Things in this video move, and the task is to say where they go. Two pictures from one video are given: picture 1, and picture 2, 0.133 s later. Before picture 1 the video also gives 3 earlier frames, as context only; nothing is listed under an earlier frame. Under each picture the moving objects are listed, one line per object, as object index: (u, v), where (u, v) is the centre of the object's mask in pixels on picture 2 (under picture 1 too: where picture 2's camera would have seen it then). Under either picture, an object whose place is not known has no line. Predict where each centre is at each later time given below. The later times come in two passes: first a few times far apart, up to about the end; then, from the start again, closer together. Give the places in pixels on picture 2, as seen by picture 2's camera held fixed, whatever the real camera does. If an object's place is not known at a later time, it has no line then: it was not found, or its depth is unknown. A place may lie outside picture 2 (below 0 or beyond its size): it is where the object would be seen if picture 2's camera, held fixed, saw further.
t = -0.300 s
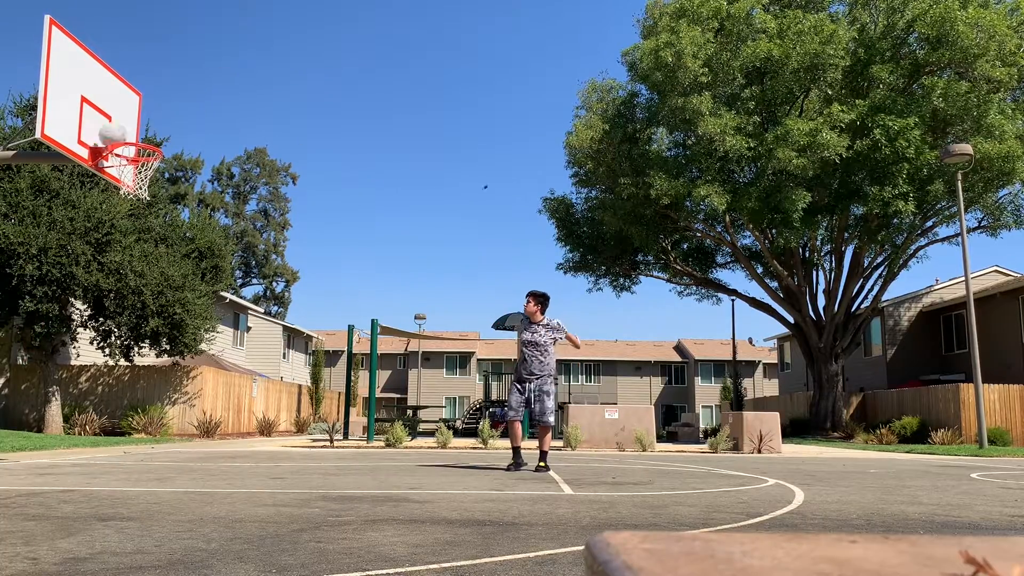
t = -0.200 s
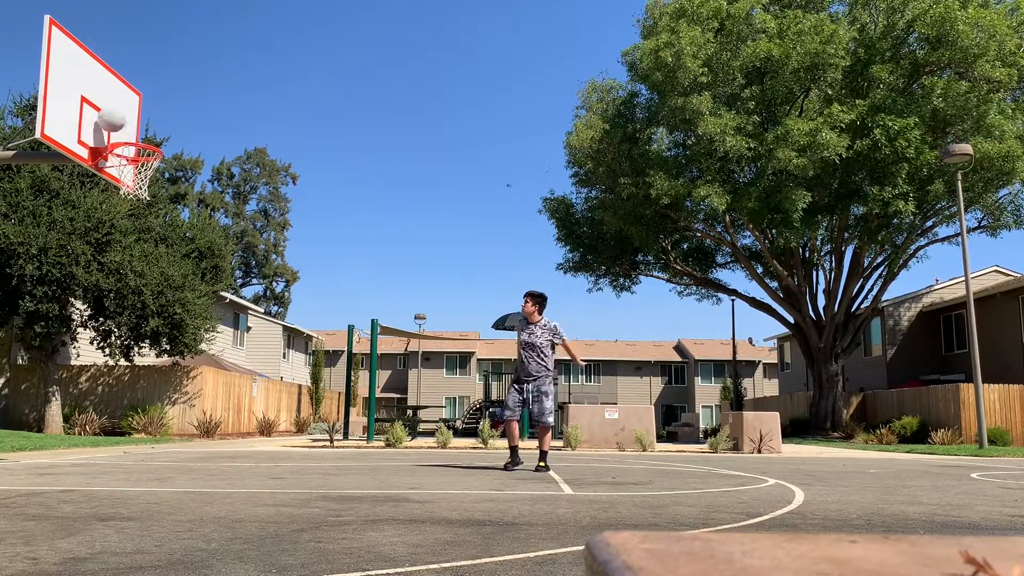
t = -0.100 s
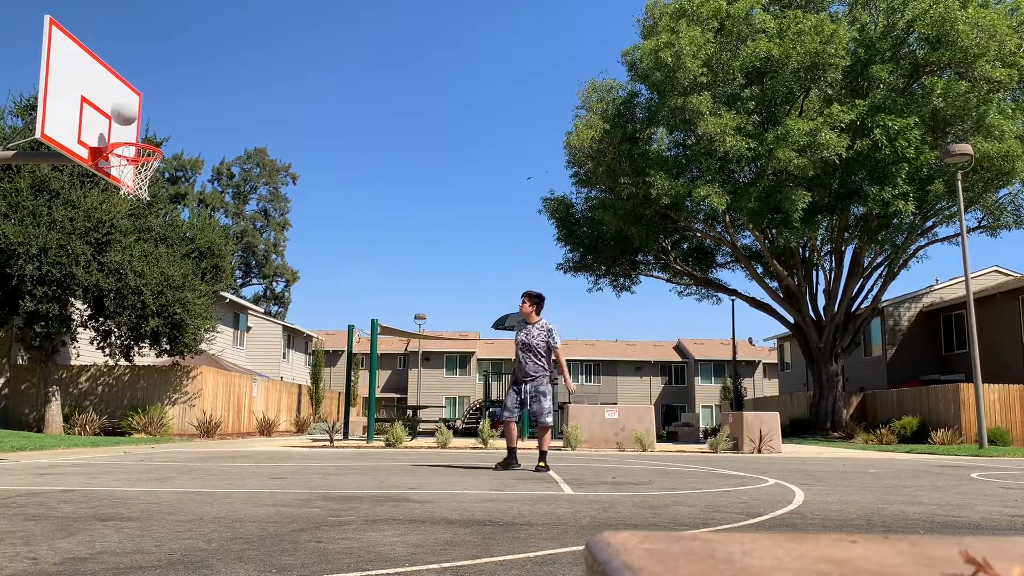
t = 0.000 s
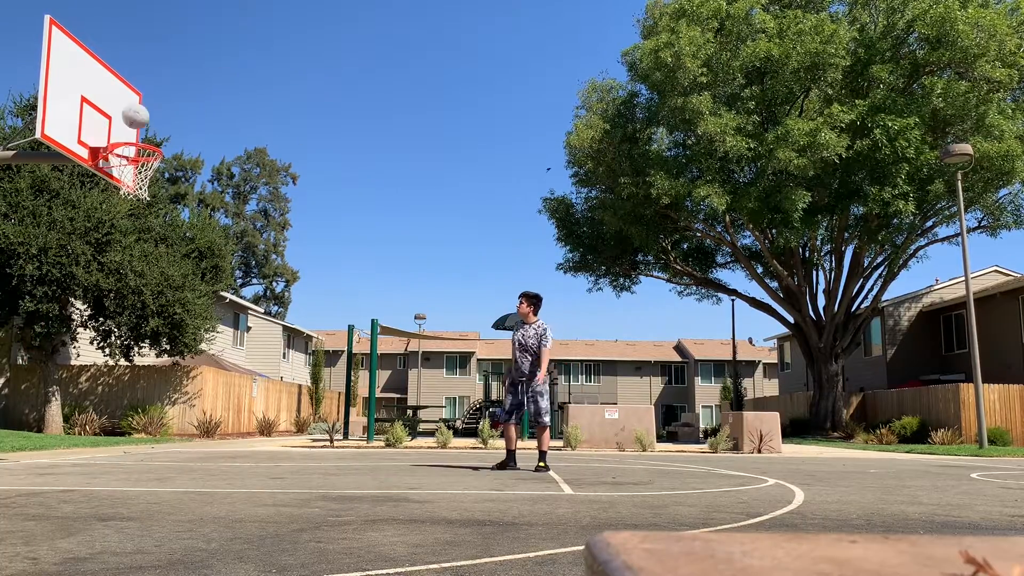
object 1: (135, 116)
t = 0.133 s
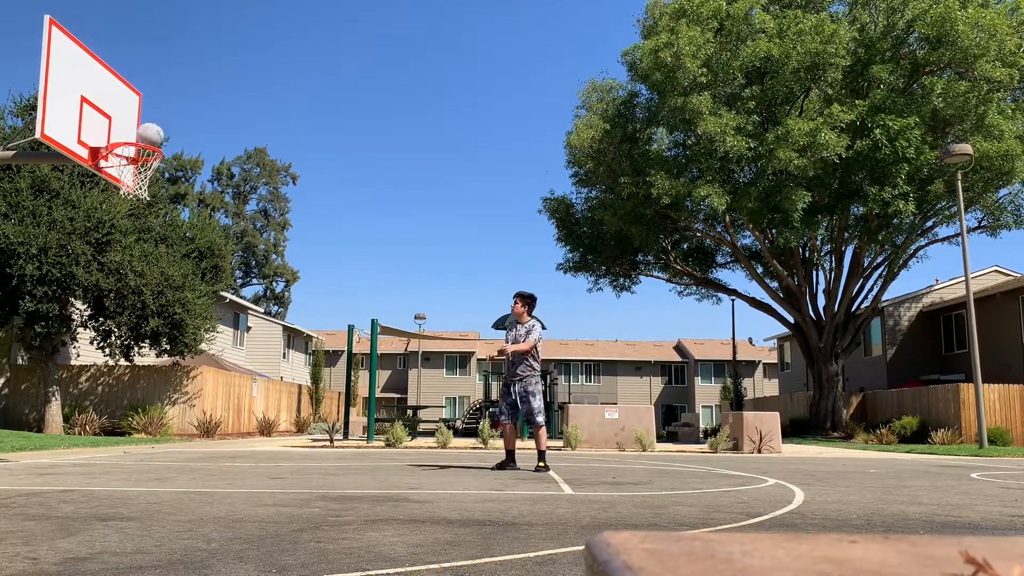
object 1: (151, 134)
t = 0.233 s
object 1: (139, 137)
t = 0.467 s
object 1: (133, 120)
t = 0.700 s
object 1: (154, 133)
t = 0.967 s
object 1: (131, 130)
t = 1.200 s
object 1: (136, 134)
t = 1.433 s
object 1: (135, 136)
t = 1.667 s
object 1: (141, 155)
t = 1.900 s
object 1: (148, 186)
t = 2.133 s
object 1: (123, 243)
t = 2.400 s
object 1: (91, 382)
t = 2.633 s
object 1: (67, 390)
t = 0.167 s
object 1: (154, 140)
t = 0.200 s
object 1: (148, 139)
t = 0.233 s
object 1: (139, 137)
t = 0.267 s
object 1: (130, 136)
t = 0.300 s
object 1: (121, 136)
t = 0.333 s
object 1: (119, 135)
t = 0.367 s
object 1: (123, 131)
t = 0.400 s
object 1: (126, 127)
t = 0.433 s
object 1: (129, 123)
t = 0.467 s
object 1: (133, 120)
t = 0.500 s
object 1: (136, 119)
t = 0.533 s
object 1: (139, 118)
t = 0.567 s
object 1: (142, 119)
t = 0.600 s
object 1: (145, 121)
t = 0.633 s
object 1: (148, 124)
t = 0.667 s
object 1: (151, 128)
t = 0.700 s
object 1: (154, 133)
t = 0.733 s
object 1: (156, 137)
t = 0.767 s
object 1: (155, 136)
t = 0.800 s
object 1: (151, 133)
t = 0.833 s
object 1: (147, 131)
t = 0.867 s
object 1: (143, 129)
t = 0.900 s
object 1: (139, 128)
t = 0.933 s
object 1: (135, 129)
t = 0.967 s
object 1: (131, 130)
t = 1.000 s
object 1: (127, 131)
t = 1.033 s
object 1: (122, 132)
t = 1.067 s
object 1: (117, 139)
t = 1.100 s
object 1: (121, 136)
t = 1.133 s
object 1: (125, 134)
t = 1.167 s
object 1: (131, 133)
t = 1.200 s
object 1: (136, 134)
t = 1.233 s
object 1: (141, 135)
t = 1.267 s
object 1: (146, 137)
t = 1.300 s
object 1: (150, 139)
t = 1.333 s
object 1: (150, 139)
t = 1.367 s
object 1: (145, 137)
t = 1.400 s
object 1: (140, 136)
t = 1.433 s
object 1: (135, 136)
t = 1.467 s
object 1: (130, 136)
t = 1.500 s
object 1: (125, 142)
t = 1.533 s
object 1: (120, 147)
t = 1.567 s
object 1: (126, 152)
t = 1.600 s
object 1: (132, 150)
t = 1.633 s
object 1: (137, 154)
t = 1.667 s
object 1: (141, 155)
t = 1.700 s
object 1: (148, 160)
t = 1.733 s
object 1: (151, 165)
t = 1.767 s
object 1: (153, 167)
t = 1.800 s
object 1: (151, 175)
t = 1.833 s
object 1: (151, 177)
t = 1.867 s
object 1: (148, 183)
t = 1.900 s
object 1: (148, 186)
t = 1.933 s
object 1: (145, 191)
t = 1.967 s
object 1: (141, 196)
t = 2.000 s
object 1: (137, 204)
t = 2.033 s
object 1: (134, 211)
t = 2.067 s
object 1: (131, 220)
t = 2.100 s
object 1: (127, 230)
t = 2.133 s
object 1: (123, 243)
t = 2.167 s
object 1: (119, 256)
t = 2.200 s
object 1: (116, 269)
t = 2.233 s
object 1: (112, 285)
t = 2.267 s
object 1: (108, 302)
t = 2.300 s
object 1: (104, 320)
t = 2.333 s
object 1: (100, 339)
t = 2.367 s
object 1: (96, 360)
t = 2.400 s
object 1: (91, 382)
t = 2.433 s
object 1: (86, 405)
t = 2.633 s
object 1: (67, 390)
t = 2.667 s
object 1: (65, 374)
